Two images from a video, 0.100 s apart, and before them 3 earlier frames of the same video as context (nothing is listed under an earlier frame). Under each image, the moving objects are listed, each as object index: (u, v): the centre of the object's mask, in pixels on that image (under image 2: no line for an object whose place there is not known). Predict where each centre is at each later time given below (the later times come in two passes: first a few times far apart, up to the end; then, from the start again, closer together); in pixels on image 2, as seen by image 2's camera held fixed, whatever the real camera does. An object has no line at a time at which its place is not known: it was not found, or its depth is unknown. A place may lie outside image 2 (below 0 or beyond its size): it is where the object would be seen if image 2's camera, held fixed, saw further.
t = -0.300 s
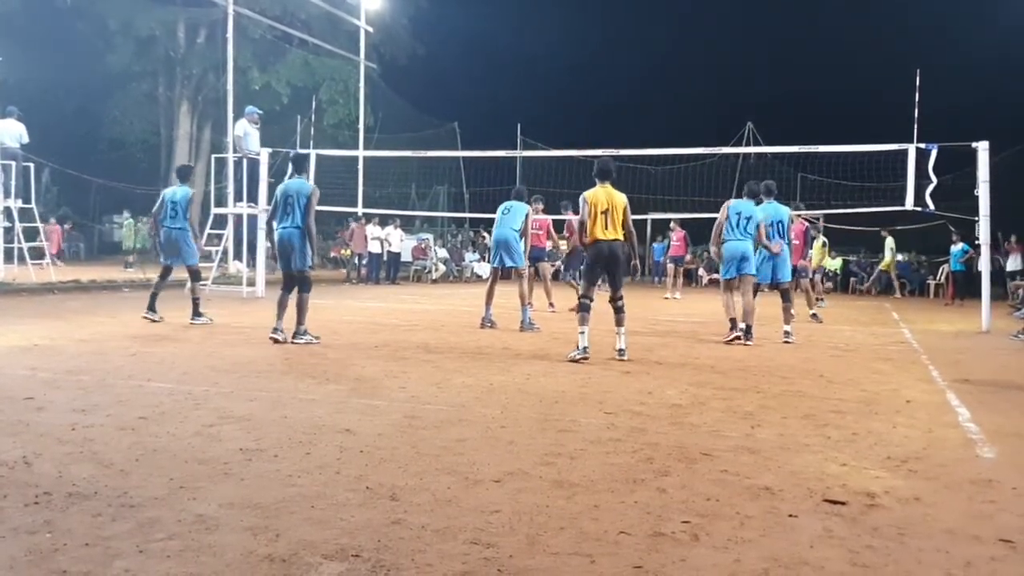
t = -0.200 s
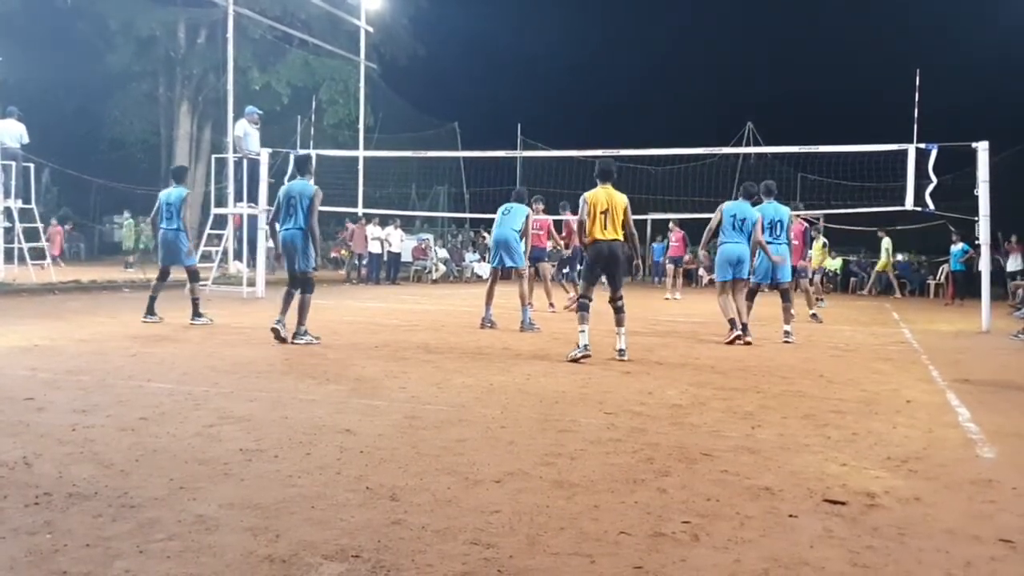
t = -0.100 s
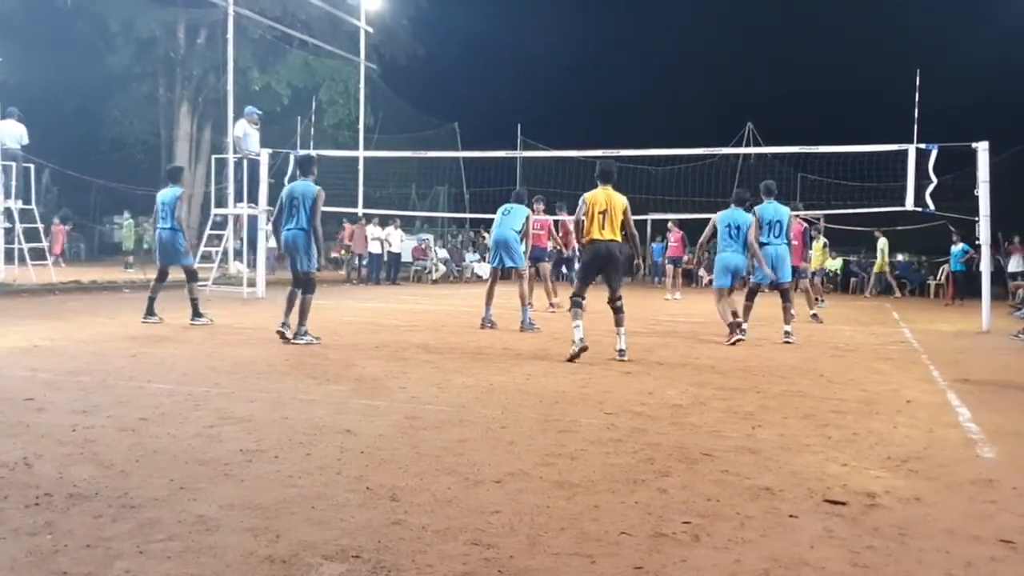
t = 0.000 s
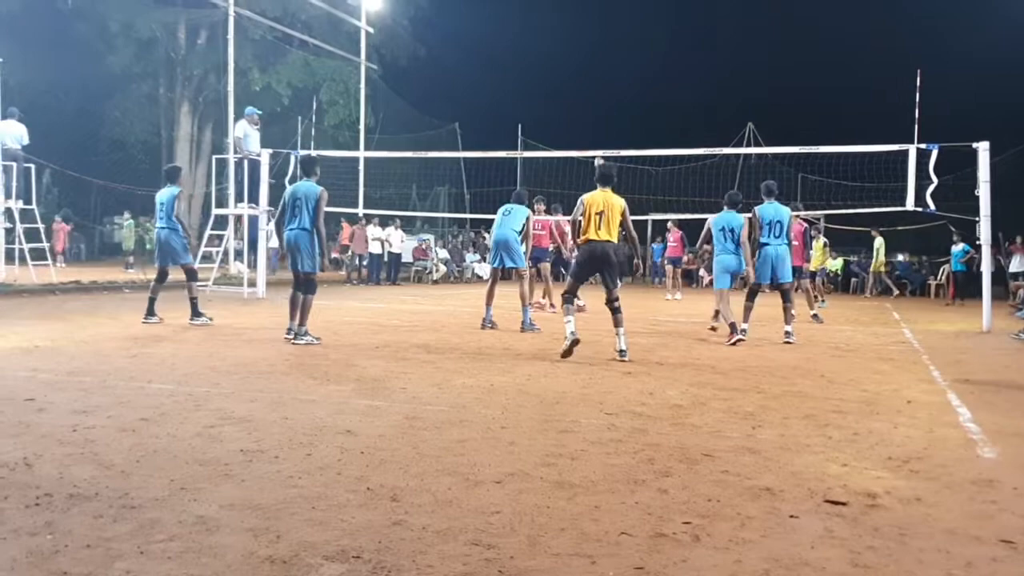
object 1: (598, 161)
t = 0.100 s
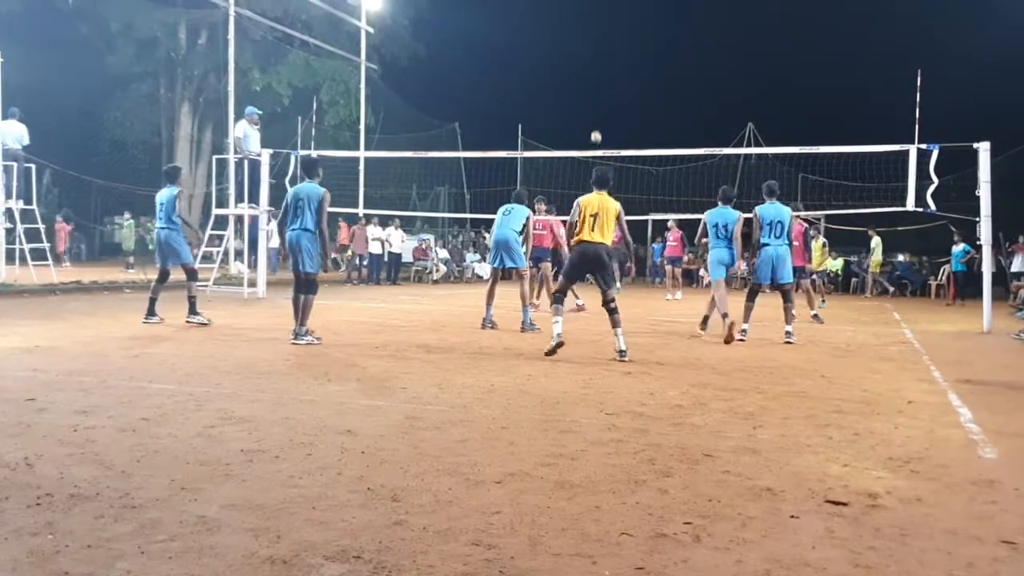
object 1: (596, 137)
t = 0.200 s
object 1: (592, 113)
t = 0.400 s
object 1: (582, 76)
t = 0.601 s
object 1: (572, 57)
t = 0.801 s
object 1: (557, 60)
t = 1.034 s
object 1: (535, 107)
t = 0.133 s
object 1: (595, 129)
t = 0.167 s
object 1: (594, 120)
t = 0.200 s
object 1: (592, 113)
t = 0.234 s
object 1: (590, 105)
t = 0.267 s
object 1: (588, 99)
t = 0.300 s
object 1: (587, 92)
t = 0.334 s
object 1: (586, 86)
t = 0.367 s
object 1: (584, 81)
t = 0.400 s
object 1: (582, 76)
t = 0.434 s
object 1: (581, 71)
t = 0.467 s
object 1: (579, 67)
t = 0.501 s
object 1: (578, 63)
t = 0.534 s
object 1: (576, 60)
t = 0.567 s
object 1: (574, 58)
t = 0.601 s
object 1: (572, 57)
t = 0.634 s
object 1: (569, 55)
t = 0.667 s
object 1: (567, 54)
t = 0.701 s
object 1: (565, 55)
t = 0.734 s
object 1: (562, 56)
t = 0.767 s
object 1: (560, 57)
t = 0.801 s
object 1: (557, 60)
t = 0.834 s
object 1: (554, 63)
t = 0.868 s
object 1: (551, 67)
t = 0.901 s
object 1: (548, 73)
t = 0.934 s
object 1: (545, 79)
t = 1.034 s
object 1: (535, 107)
